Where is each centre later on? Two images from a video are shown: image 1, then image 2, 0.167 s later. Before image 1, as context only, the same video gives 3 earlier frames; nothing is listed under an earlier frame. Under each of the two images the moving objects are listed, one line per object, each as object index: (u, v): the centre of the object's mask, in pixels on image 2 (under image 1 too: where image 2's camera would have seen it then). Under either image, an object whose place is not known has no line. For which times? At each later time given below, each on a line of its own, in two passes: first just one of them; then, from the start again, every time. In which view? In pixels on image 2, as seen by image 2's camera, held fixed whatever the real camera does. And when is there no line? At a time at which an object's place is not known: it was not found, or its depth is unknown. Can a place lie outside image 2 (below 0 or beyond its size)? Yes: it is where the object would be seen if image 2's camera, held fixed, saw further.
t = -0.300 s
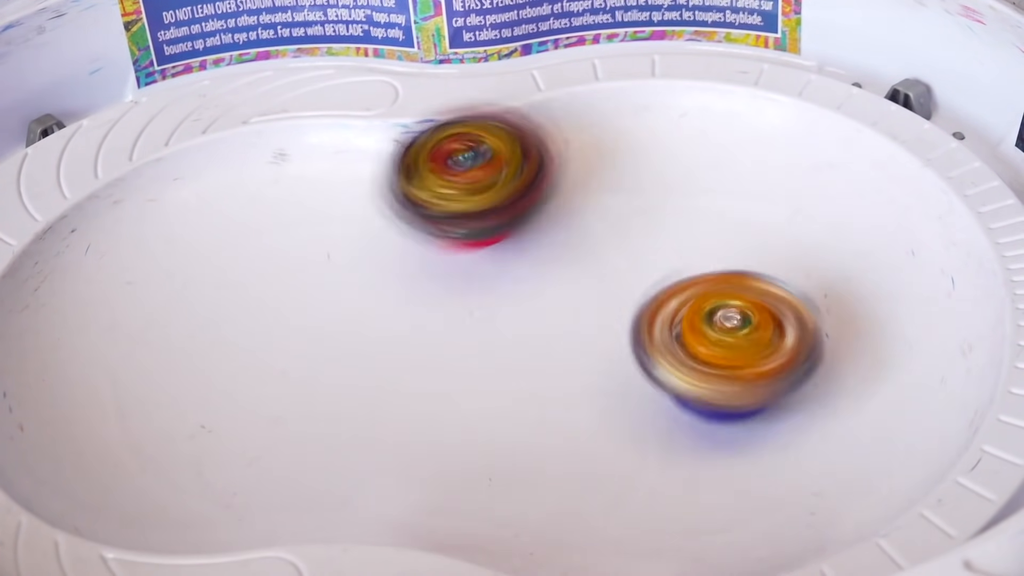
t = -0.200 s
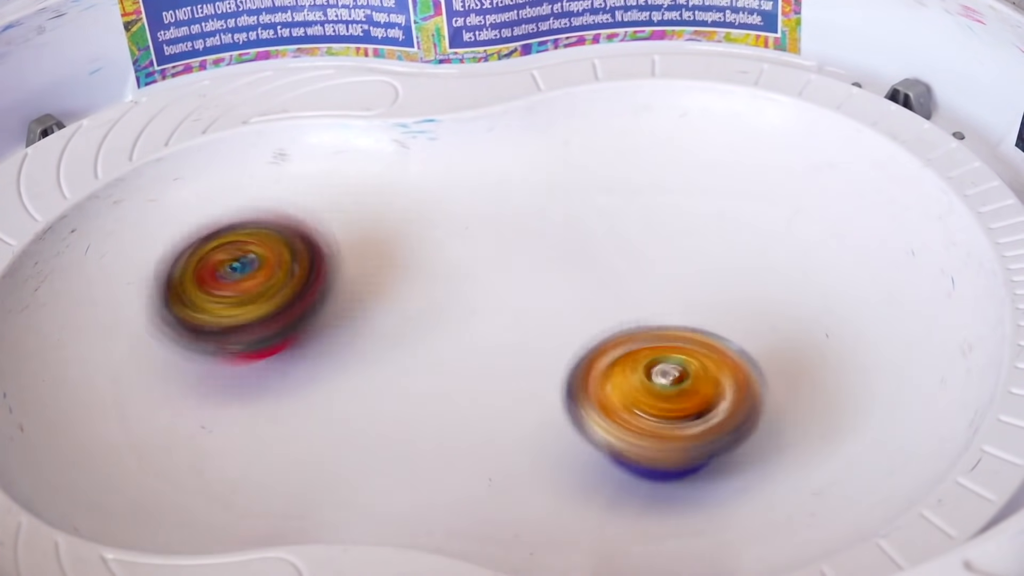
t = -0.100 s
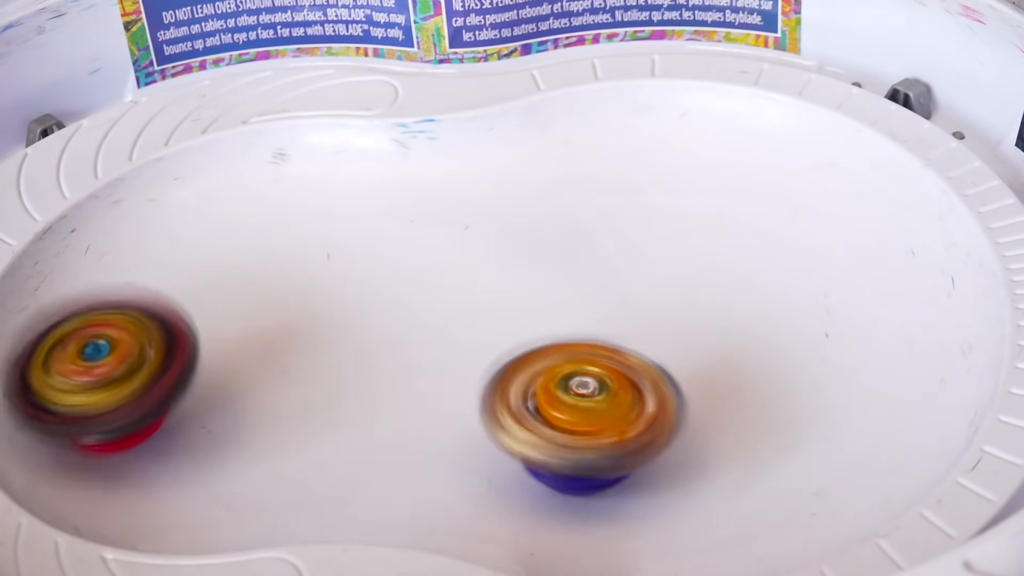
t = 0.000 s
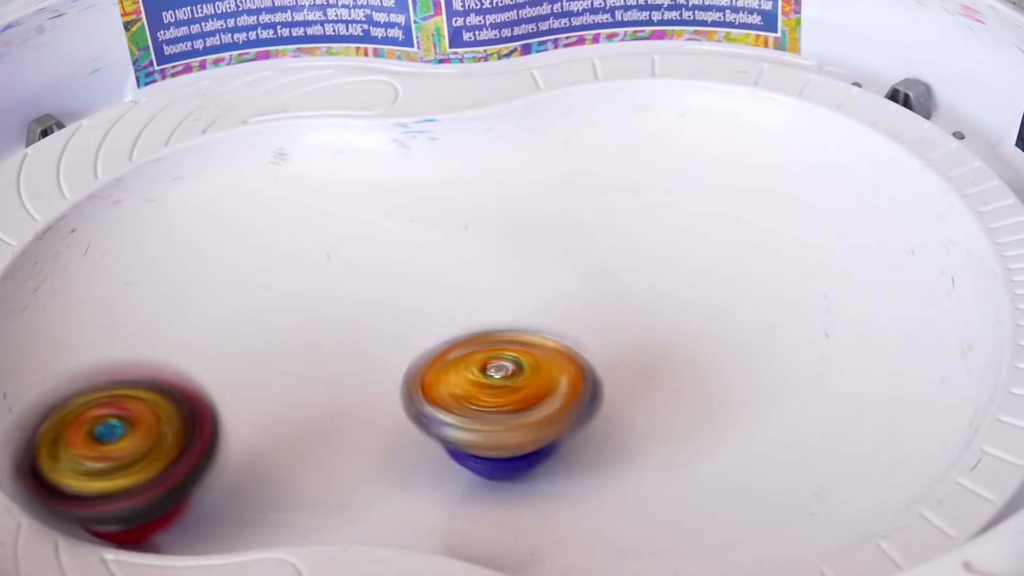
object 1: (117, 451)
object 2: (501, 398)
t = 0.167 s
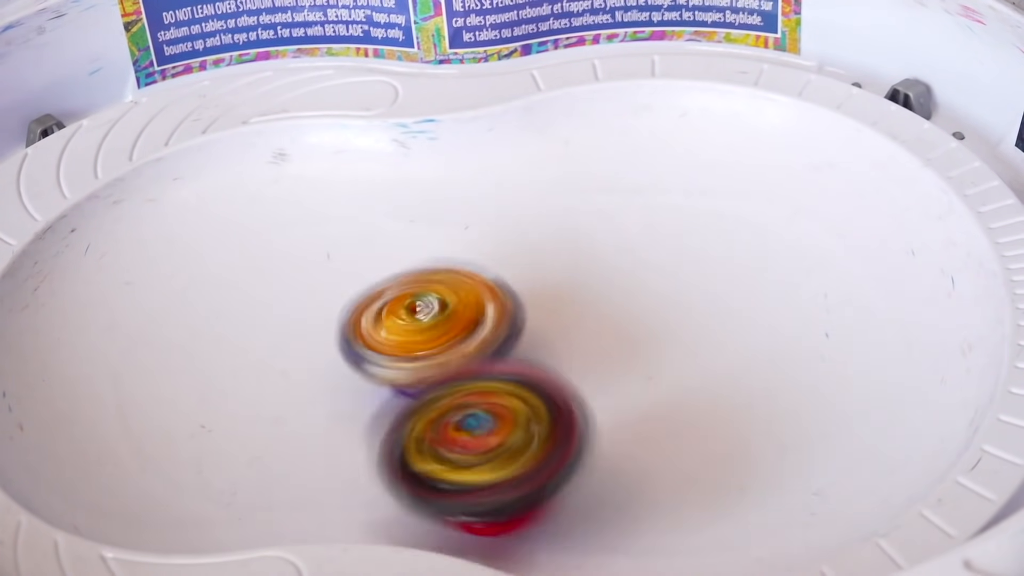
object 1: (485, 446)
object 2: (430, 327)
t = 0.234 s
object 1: (677, 461)
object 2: (445, 282)
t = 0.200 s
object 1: (576, 460)
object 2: (437, 306)
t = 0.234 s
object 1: (677, 461)
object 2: (445, 282)
